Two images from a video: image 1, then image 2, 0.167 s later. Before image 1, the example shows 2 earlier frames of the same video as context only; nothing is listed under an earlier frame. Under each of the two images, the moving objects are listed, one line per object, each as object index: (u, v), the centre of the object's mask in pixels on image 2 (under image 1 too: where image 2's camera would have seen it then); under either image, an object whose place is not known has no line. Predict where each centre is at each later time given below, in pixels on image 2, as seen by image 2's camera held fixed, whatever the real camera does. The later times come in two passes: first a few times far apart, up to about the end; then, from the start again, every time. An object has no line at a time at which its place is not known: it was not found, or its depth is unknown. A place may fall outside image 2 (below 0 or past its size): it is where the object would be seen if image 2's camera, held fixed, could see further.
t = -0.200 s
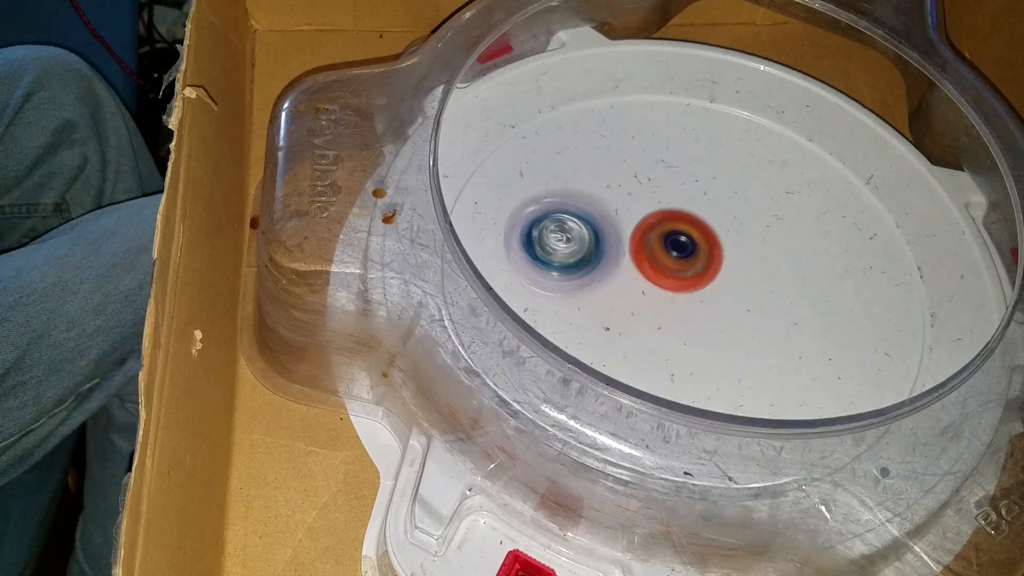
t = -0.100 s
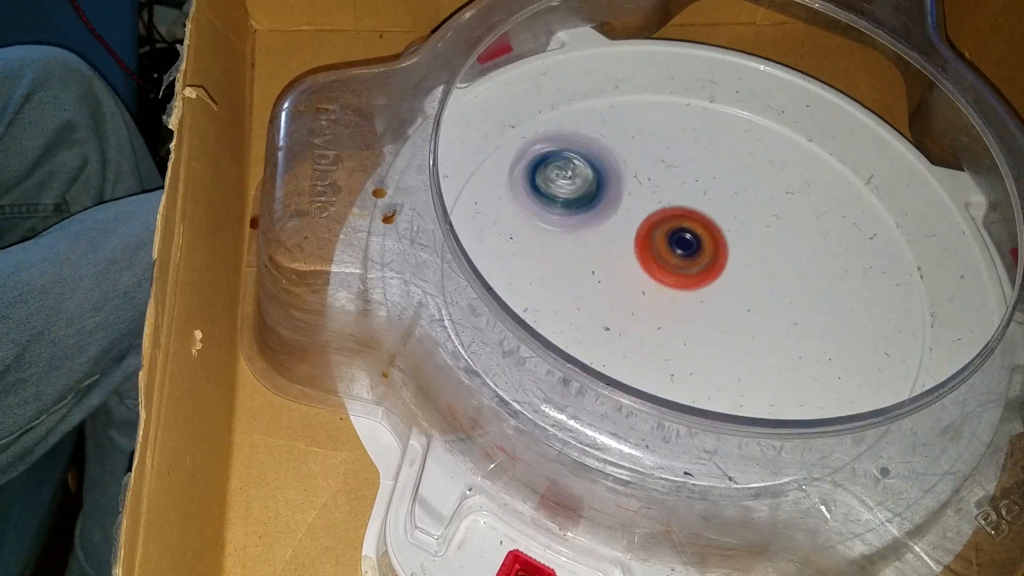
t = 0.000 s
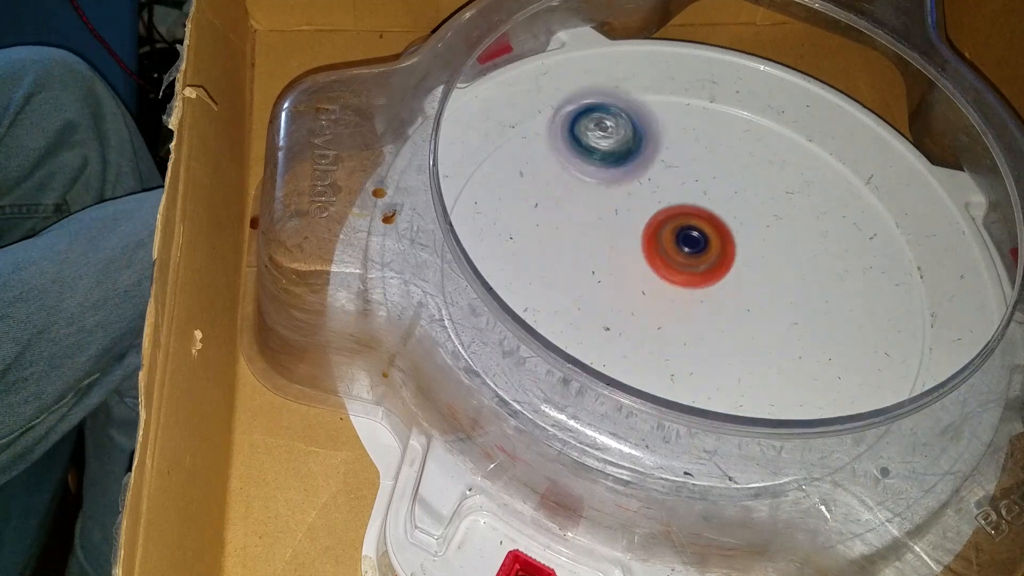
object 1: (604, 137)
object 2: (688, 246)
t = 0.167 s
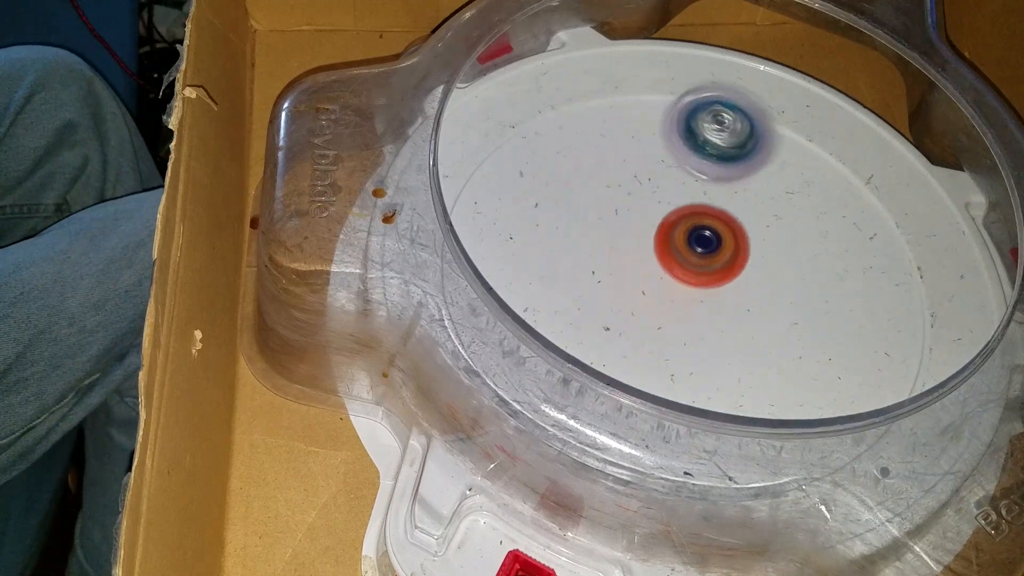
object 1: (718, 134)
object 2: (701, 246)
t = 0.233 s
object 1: (763, 160)
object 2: (707, 247)
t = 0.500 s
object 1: (831, 323)
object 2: (722, 257)
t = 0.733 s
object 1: (680, 371)
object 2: (733, 268)
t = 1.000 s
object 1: (564, 244)
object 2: (730, 281)
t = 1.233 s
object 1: (665, 156)
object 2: (712, 290)
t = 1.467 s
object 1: (822, 197)
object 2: (688, 292)
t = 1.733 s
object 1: (804, 343)
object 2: (667, 286)
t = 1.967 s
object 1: (631, 343)
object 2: (660, 265)
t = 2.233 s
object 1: (533, 236)
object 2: (667, 248)
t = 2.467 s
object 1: (617, 151)
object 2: (724, 270)
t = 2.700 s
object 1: (730, 148)
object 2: (741, 273)
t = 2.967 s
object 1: (774, 183)
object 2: (747, 369)
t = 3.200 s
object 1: (702, 241)
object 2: (741, 370)
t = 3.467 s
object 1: (580, 236)
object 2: (701, 347)
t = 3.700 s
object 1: (608, 216)
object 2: (678, 306)
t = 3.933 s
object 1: (710, 231)
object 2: (706, 329)
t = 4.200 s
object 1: (801, 263)
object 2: (734, 357)
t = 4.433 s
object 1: (742, 260)
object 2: (727, 376)
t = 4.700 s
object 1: (694, 194)
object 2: (706, 349)
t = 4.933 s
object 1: (704, 210)
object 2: (701, 311)
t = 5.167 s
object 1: (693, 224)
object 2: (707, 322)
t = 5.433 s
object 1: (679, 224)
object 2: (738, 335)
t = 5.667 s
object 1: (666, 241)
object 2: (757, 338)
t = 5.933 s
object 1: (659, 197)
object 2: (758, 322)
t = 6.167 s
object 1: (693, 227)
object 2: (760, 320)
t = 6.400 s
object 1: (663, 231)
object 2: (784, 324)
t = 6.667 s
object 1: (660, 245)
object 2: (771, 310)
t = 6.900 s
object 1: (657, 253)
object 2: (766, 294)
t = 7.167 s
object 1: (659, 255)
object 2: (770, 275)
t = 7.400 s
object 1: (666, 264)
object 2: (778, 260)
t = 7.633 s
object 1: (667, 272)
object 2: (775, 251)
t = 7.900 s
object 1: (642, 282)
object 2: (784, 234)
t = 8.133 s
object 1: (649, 273)
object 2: (766, 229)
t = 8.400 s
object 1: (679, 289)
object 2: (773, 210)
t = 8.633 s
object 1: (690, 294)
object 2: (758, 203)
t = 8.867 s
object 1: (711, 280)
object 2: (736, 200)
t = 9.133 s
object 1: (719, 277)
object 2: (717, 185)
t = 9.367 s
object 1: (706, 268)
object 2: (705, 183)
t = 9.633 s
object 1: (673, 279)
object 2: (686, 195)
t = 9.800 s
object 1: (662, 279)
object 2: (680, 198)
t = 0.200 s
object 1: (741, 145)
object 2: (705, 246)
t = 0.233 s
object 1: (763, 160)
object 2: (707, 247)
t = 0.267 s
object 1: (781, 178)
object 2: (709, 247)
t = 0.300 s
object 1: (800, 195)
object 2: (709, 249)
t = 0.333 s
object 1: (816, 215)
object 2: (711, 251)
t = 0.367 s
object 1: (829, 236)
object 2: (712, 252)
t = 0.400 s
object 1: (836, 257)
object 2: (715, 253)
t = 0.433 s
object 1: (839, 280)
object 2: (717, 254)
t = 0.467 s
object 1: (837, 302)
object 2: (719, 255)
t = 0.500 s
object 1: (831, 323)
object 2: (722, 257)
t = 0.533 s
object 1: (819, 343)
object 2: (723, 258)
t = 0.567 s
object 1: (803, 360)
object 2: (725, 260)
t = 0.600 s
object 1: (783, 371)
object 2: (727, 261)
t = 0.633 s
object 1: (759, 375)
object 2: (729, 263)
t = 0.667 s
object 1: (733, 378)
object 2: (730, 265)
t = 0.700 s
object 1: (705, 377)
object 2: (732, 266)
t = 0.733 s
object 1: (680, 371)
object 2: (733, 268)
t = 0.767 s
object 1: (652, 362)
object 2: (734, 269)
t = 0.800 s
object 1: (628, 351)
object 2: (734, 271)
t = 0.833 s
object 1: (607, 338)
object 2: (734, 272)
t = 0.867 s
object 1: (590, 323)
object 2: (734, 275)
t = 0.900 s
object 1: (574, 304)
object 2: (733, 276)
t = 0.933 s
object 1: (564, 283)
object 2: (733, 278)
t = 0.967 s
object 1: (562, 264)
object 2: (731, 280)
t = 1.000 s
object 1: (564, 244)
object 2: (730, 281)
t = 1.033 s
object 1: (570, 226)
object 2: (728, 283)
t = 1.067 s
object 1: (580, 209)
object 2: (726, 284)
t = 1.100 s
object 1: (593, 195)
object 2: (724, 285)
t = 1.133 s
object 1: (609, 181)
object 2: (720, 287)
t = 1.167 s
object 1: (625, 170)
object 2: (718, 288)
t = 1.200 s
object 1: (643, 162)
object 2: (714, 289)
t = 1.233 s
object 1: (665, 156)
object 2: (712, 290)
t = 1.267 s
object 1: (688, 154)
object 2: (708, 291)
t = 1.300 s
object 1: (713, 155)
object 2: (704, 292)
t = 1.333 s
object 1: (737, 159)
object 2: (702, 292)
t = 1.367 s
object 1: (761, 166)
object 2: (698, 293)
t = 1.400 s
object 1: (783, 174)
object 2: (695, 292)
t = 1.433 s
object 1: (804, 184)
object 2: (692, 293)
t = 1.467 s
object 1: (822, 197)
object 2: (688, 292)
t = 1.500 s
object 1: (837, 215)
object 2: (686, 292)
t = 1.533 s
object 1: (848, 235)
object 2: (683, 292)
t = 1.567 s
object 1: (855, 256)
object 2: (680, 291)
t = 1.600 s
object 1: (855, 278)
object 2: (678, 291)
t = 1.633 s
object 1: (850, 298)
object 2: (674, 289)
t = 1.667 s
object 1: (839, 317)
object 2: (672, 288)
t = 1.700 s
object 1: (823, 331)
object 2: (670, 287)
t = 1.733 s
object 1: (804, 343)
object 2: (667, 286)
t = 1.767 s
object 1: (782, 353)
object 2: (666, 285)
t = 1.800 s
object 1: (757, 360)
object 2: (665, 283)
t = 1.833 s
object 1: (733, 362)
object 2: (663, 281)
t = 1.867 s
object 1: (705, 360)
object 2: (661, 278)
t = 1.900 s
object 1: (678, 355)
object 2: (659, 273)
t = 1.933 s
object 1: (652, 349)
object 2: (660, 268)
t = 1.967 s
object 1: (631, 343)
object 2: (660, 265)
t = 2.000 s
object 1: (609, 335)
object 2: (660, 261)
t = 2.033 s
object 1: (588, 327)
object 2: (662, 258)
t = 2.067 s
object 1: (569, 315)
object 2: (663, 257)
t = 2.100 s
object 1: (552, 299)
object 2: (663, 254)
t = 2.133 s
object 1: (540, 283)
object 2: (664, 252)
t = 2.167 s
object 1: (531, 268)
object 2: (665, 251)
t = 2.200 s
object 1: (528, 251)
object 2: (666, 249)
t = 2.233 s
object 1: (533, 236)
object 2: (667, 248)
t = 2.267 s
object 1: (544, 220)
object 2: (670, 247)
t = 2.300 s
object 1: (559, 208)
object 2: (671, 246)
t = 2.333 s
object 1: (578, 200)
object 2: (673, 245)
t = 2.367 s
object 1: (593, 191)
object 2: (678, 246)
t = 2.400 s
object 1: (598, 175)
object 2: (697, 255)
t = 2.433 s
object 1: (607, 161)
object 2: (713, 263)
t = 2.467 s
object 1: (617, 151)
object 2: (724, 270)
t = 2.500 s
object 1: (628, 141)
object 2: (731, 274)
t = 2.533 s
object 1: (642, 134)
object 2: (735, 276)
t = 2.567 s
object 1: (657, 127)
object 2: (737, 276)
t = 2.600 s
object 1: (673, 124)
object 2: (739, 276)
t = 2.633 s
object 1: (693, 125)
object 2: (740, 275)
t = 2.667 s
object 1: (714, 135)
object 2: (740, 274)
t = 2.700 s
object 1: (730, 148)
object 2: (741, 273)
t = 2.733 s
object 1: (742, 159)
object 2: (741, 272)
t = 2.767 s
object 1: (755, 178)
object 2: (741, 273)
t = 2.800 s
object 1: (759, 176)
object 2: (744, 303)
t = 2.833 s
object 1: (763, 171)
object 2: (746, 331)
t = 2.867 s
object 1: (765, 170)
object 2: (746, 349)
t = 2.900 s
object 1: (771, 172)
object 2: (746, 360)
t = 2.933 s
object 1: (772, 176)
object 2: (747, 366)
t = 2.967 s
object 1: (774, 183)
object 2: (747, 369)
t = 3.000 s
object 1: (771, 190)
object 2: (747, 370)
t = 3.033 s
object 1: (770, 199)
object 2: (748, 370)
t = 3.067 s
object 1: (760, 209)
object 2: (748, 371)
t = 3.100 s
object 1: (750, 220)
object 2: (748, 371)
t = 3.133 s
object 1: (733, 227)
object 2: (747, 371)
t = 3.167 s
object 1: (720, 236)
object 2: (745, 371)
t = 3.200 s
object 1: (702, 241)
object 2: (741, 370)
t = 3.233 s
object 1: (686, 247)
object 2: (737, 369)
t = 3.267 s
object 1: (669, 248)
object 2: (732, 367)
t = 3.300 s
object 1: (653, 251)
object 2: (727, 365)
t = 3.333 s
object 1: (637, 251)
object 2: (722, 362)
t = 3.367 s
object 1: (619, 249)
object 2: (717, 359)
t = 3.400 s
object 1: (607, 246)
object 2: (711, 355)
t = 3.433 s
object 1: (591, 242)
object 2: (706, 351)
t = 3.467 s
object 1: (580, 236)
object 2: (701, 347)
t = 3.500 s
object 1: (574, 228)
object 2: (696, 341)
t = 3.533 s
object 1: (571, 221)
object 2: (692, 336)
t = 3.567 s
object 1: (573, 217)
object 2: (688, 330)
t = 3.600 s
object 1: (576, 213)
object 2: (685, 324)
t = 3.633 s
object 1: (584, 211)
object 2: (682, 318)
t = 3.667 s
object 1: (597, 215)
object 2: (680, 312)
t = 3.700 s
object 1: (608, 216)
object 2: (678, 306)
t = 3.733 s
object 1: (622, 216)
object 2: (684, 313)
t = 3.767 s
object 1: (635, 216)
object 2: (688, 319)
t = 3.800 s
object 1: (649, 217)
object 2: (691, 320)
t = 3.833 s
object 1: (667, 223)
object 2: (694, 322)
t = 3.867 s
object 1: (680, 222)
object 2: (699, 327)
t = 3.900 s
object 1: (698, 229)
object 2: (703, 328)
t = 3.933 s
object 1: (710, 231)
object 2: (706, 329)
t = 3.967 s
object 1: (725, 229)
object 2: (707, 340)
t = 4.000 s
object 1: (741, 226)
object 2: (709, 347)
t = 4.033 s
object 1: (754, 225)
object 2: (712, 349)
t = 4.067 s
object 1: (773, 230)
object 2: (717, 351)
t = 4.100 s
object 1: (784, 234)
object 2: (722, 353)
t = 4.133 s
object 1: (795, 244)
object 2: (726, 355)
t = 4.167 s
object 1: (800, 252)
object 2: (730, 356)
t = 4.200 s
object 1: (801, 263)
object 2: (734, 357)
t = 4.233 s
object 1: (797, 274)
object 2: (738, 358)
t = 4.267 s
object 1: (788, 277)
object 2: (734, 367)
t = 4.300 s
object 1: (783, 276)
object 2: (731, 372)
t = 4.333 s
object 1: (774, 273)
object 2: (730, 373)
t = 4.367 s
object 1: (763, 271)
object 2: (730, 375)
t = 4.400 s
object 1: (755, 266)
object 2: (729, 376)
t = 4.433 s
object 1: (742, 260)
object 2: (727, 376)
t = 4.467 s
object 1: (730, 253)
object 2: (725, 375)
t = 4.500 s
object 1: (722, 244)
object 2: (722, 373)
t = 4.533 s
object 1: (712, 234)
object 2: (720, 370)
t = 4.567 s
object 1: (703, 225)
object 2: (717, 367)
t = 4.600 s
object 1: (699, 217)
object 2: (714, 363)
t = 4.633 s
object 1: (696, 207)
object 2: (711, 358)
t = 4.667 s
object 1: (693, 199)
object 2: (708, 354)
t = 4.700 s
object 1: (694, 194)
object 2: (706, 349)
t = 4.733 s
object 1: (696, 191)
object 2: (704, 344)
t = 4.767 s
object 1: (697, 189)
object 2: (702, 338)
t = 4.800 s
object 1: (699, 191)
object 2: (701, 333)
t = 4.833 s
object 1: (702, 194)
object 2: (701, 327)
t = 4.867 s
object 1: (702, 195)
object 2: (700, 322)
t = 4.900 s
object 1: (702, 201)
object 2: (701, 316)
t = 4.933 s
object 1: (704, 210)
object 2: (701, 311)
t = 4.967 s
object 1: (704, 211)
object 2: (702, 313)
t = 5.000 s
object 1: (701, 209)
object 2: (699, 321)
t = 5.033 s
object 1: (701, 213)
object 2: (695, 324)
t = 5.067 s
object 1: (700, 214)
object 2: (695, 322)
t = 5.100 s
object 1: (696, 218)
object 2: (699, 320)
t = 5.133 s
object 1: (694, 222)
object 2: (704, 320)
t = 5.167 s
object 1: (693, 224)
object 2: (707, 322)
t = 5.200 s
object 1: (688, 224)
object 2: (711, 325)
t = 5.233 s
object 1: (684, 221)
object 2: (715, 328)
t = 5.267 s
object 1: (685, 222)
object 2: (718, 329)
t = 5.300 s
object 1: (682, 220)
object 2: (723, 331)
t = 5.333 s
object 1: (680, 220)
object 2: (727, 332)
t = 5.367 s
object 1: (681, 223)
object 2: (730, 333)
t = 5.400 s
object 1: (681, 223)
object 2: (734, 334)
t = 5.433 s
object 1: (679, 224)
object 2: (738, 335)
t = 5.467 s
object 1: (679, 229)
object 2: (741, 335)
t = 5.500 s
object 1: (679, 231)
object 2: (743, 334)
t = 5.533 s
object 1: (677, 233)
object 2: (744, 333)
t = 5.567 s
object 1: (677, 240)
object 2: (745, 332)
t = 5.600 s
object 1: (679, 244)
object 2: (745, 331)
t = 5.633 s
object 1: (674, 246)
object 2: (749, 332)
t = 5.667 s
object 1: (666, 241)
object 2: (757, 338)
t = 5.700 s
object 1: (658, 234)
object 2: (760, 339)
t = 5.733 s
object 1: (653, 226)
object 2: (762, 337)
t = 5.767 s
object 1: (647, 217)
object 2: (762, 336)
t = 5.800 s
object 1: (645, 210)
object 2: (762, 334)
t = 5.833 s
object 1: (648, 205)
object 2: (762, 332)
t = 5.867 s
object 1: (652, 201)
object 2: (762, 329)
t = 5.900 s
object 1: (655, 197)
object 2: (761, 326)
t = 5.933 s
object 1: (659, 197)
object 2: (758, 322)
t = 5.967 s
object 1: (666, 200)
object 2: (757, 319)
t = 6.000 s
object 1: (677, 204)
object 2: (755, 315)
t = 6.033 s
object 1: (683, 208)
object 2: (754, 312)
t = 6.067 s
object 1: (689, 215)
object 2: (753, 308)
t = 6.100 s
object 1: (692, 222)
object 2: (757, 314)
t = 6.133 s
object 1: (694, 226)
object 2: (760, 320)
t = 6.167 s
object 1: (693, 227)
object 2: (760, 320)
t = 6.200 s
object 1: (692, 230)
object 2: (762, 318)
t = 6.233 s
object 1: (690, 235)
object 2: (764, 316)
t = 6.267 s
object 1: (686, 235)
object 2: (773, 322)
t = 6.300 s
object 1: (680, 235)
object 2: (776, 325)
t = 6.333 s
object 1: (676, 233)
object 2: (779, 325)
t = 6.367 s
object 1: (669, 233)
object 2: (782, 325)
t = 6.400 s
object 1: (663, 231)
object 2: (784, 324)
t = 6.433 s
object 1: (663, 234)
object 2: (784, 323)
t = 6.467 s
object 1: (660, 234)
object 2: (784, 322)
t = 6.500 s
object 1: (659, 234)
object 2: (783, 321)
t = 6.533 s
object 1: (656, 235)
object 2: (782, 320)
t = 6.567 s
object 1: (654, 236)
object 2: (780, 317)
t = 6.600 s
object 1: (654, 238)
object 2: (777, 315)
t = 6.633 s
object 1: (655, 240)
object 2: (774, 312)
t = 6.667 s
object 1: (660, 245)
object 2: (771, 310)
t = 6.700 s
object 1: (662, 248)
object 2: (769, 306)
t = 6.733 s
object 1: (664, 251)
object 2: (766, 303)
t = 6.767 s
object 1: (662, 253)
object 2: (768, 303)
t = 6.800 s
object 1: (657, 254)
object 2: (768, 303)
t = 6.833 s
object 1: (656, 252)
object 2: (767, 300)
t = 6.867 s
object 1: (656, 254)
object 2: (766, 296)
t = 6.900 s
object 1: (657, 253)
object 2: (766, 294)
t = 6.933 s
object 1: (656, 253)
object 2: (766, 291)
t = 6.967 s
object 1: (655, 254)
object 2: (766, 288)
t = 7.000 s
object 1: (656, 253)
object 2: (766, 286)
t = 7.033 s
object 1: (655, 253)
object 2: (766, 284)
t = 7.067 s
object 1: (658, 255)
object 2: (767, 282)
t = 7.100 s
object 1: (660, 256)
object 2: (768, 279)
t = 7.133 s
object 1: (660, 255)
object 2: (770, 277)
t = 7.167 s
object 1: (659, 255)
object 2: (770, 275)
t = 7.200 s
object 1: (659, 255)
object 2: (772, 273)
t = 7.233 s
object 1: (660, 256)
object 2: (773, 270)
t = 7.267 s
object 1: (661, 257)
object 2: (774, 269)
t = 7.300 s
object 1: (664, 260)
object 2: (773, 267)
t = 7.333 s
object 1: (666, 261)
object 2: (775, 264)
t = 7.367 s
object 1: (668, 261)
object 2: (774, 262)
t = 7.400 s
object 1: (666, 264)
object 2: (778, 260)
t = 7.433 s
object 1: (663, 264)
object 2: (780, 260)
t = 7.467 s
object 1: (661, 266)
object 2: (781, 257)
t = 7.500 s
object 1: (660, 267)
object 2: (781, 255)
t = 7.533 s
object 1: (662, 269)
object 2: (780, 254)
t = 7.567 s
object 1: (663, 270)
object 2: (780, 253)
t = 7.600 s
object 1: (666, 271)
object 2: (778, 251)
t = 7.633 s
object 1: (667, 272)
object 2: (775, 251)
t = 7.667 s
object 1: (670, 272)
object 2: (773, 250)
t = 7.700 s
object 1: (671, 273)
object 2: (770, 249)
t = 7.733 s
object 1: (671, 274)
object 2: (768, 248)
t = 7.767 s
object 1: (663, 278)
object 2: (779, 243)
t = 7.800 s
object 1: (658, 278)
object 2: (787, 241)
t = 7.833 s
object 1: (652, 281)
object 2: (786, 239)
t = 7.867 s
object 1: (646, 282)
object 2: (783, 237)
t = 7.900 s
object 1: (642, 282)
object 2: (784, 234)
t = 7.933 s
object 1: (638, 281)
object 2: (783, 232)
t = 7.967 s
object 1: (639, 281)
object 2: (781, 231)
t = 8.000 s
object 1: (637, 279)
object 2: (780, 230)
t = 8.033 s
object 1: (639, 278)
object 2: (777, 229)
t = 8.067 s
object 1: (641, 276)
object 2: (773, 229)
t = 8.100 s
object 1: (646, 275)
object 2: (771, 229)
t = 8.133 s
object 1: (649, 273)
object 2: (766, 229)
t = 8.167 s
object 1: (656, 270)
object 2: (761, 228)
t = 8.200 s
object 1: (662, 269)
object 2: (759, 228)
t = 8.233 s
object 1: (672, 268)
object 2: (755, 228)
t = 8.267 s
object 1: (673, 272)
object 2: (761, 221)
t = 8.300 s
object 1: (674, 276)
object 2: (772, 215)
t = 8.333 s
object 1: (676, 282)
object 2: (776, 212)
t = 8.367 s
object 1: (678, 286)
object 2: (774, 212)
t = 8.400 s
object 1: (679, 289)
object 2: (773, 210)
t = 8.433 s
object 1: (680, 292)
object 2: (770, 207)
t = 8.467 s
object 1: (680, 293)
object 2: (769, 206)
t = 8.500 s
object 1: (683, 294)
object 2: (767, 204)
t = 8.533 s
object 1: (685, 295)
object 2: (766, 203)
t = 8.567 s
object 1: (686, 295)
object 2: (764, 203)
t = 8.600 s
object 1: (687, 295)
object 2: (762, 202)
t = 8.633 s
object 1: (690, 294)
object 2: (758, 203)
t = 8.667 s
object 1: (691, 293)
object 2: (756, 204)
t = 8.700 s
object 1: (694, 290)
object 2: (751, 205)
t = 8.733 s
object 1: (697, 288)
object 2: (747, 206)
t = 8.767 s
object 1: (700, 286)
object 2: (744, 206)
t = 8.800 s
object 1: (703, 283)
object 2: (740, 207)
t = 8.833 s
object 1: (708, 279)
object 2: (736, 207)
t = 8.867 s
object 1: (711, 280)
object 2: (736, 200)
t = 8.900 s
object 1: (713, 280)
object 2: (734, 196)
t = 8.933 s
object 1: (716, 281)
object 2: (735, 196)
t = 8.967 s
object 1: (716, 282)
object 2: (730, 195)
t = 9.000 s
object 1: (719, 281)
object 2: (726, 193)
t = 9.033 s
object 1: (718, 281)
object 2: (724, 190)
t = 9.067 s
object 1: (719, 280)
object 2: (722, 188)
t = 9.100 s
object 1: (719, 280)
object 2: (719, 187)
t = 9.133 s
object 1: (719, 277)
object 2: (717, 185)
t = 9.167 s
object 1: (718, 275)
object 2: (714, 184)
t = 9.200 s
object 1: (716, 272)
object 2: (713, 184)
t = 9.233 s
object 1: (714, 267)
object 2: (710, 184)
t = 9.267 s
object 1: (711, 267)
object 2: (708, 183)
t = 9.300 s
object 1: (709, 266)
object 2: (708, 182)
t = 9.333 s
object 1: (708, 267)
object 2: (707, 182)
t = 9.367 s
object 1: (706, 268)
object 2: (705, 183)
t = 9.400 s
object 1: (704, 272)
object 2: (703, 183)
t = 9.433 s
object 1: (701, 274)
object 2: (700, 186)
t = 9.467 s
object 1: (699, 277)
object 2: (699, 186)
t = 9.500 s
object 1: (695, 279)
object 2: (697, 188)
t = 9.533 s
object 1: (690, 281)
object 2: (695, 190)
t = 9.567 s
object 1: (685, 282)
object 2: (691, 192)
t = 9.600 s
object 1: (677, 281)
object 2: (688, 193)
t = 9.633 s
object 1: (673, 279)
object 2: (686, 195)
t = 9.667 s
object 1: (669, 278)
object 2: (683, 196)
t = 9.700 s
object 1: (667, 276)
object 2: (681, 196)
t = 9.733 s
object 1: (665, 276)
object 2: (680, 196)
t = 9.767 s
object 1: (664, 278)
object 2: (682, 196)
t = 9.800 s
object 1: (662, 279)
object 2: (680, 198)
